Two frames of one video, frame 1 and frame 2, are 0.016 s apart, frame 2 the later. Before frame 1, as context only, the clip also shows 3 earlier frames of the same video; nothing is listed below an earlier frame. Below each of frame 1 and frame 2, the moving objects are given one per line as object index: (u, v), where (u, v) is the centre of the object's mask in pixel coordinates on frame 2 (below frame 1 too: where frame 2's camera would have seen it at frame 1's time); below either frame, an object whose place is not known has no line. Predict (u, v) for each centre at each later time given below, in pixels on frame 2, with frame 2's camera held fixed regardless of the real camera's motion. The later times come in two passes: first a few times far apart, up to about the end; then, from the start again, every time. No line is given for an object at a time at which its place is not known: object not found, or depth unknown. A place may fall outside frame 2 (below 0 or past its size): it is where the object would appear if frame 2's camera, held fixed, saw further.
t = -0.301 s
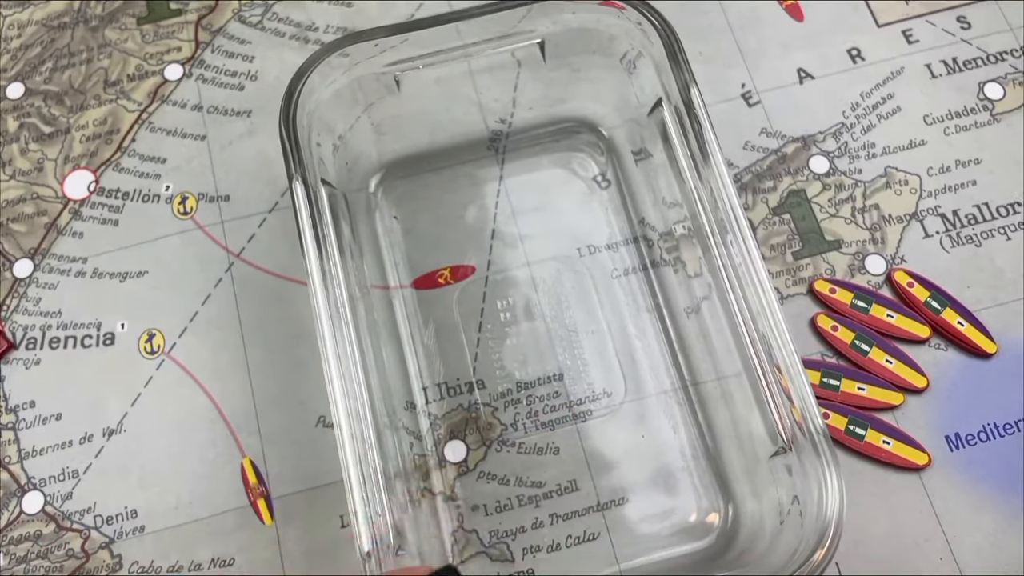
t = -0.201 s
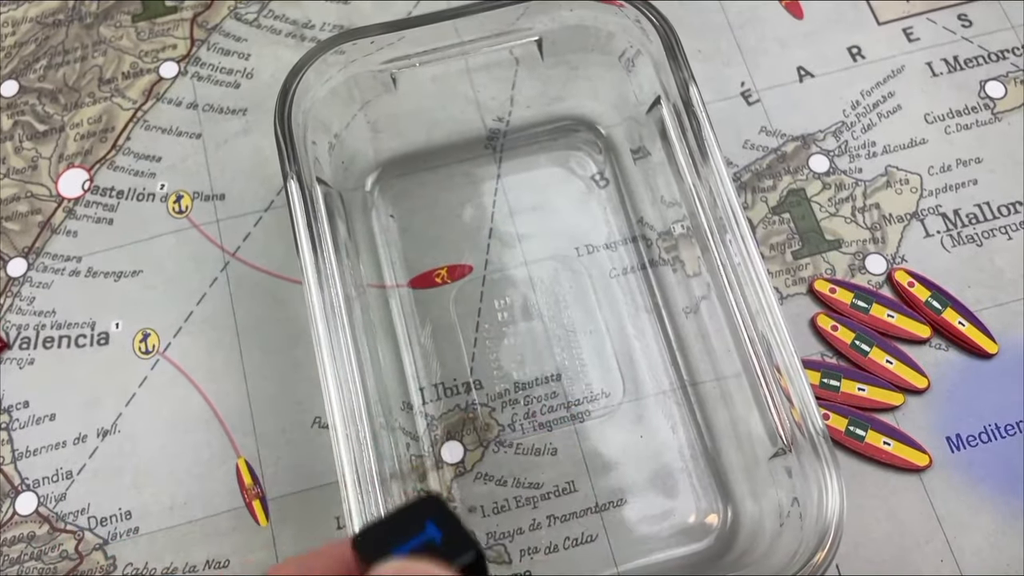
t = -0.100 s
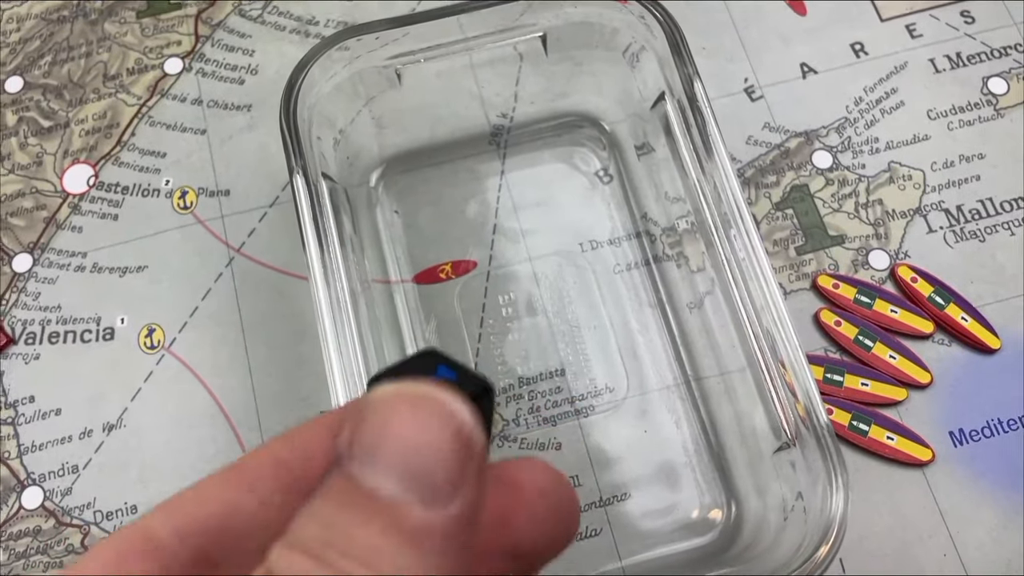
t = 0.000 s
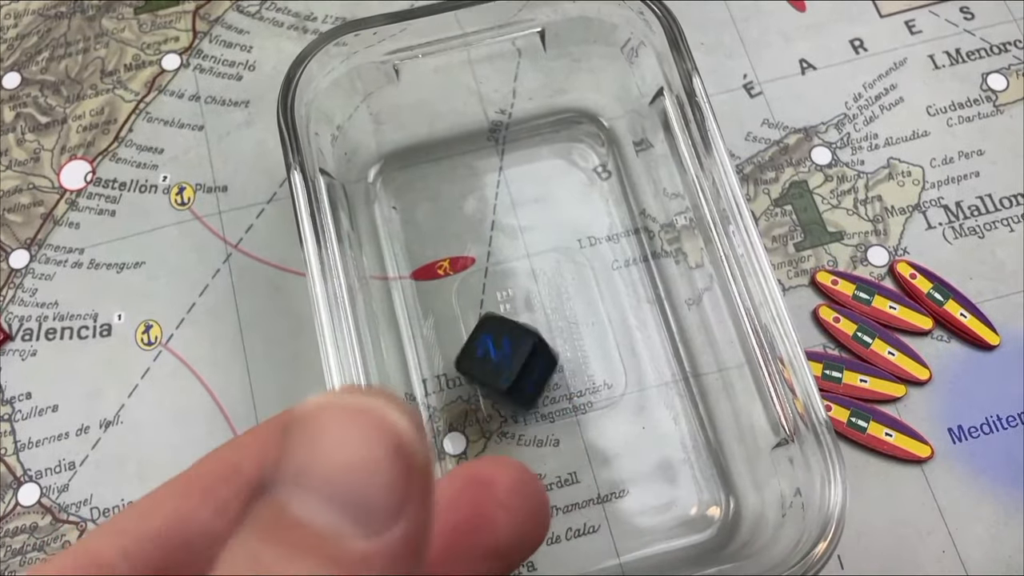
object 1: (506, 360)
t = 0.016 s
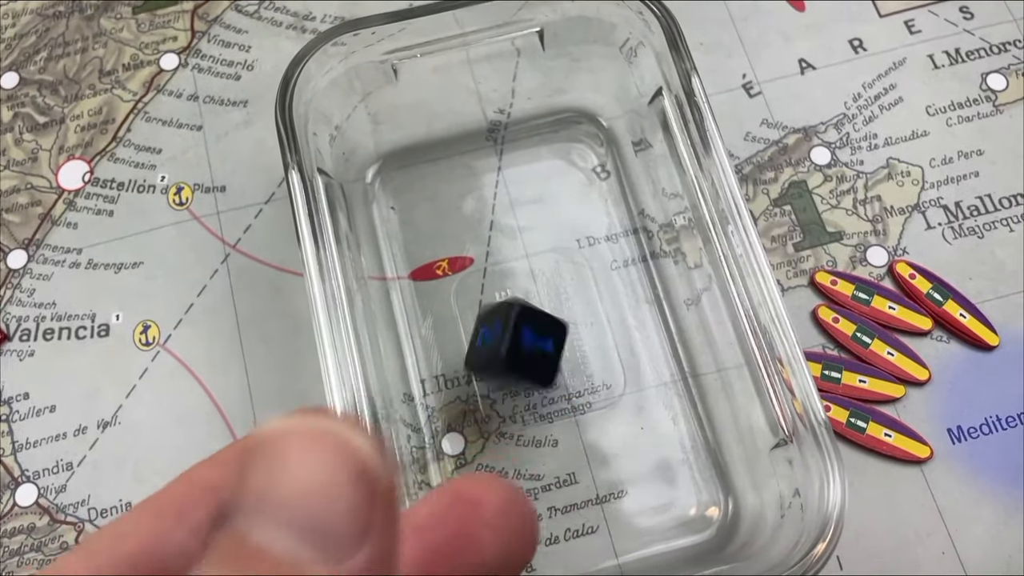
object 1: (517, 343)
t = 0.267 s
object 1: (638, 262)
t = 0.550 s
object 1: (575, 316)
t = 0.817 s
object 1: (567, 361)
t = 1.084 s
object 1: (567, 360)
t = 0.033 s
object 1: (527, 332)
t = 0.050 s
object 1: (537, 323)
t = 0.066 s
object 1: (547, 316)
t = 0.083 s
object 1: (558, 313)
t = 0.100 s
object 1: (569, 308)
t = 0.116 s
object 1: (573, 292)
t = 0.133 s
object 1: (585, 278)
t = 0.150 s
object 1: (594, 268)
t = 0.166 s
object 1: (600, 263)
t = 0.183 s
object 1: (610, 261)
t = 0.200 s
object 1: (617, 264)
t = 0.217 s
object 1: (619, 271)
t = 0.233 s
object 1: (625, 274)
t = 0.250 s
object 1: (632, 267)
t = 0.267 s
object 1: (638, 262)
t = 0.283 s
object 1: (636, 260)
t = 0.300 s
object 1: (626, 268)
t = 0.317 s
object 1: (617, 273)
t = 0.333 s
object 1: (610, 273)
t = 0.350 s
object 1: (604, 278)
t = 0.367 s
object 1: (599, 280)
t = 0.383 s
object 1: (596, 279)
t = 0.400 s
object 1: (593, 281)
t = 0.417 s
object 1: (590, 285)
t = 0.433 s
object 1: (584, 293)
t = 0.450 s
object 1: (588, 297)
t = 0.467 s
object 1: (585, 300)
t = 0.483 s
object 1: (584, 302)
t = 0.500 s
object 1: (583, 307)
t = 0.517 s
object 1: (582, 311)
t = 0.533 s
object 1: (580, 312)
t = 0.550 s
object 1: (575, 316)
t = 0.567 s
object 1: (572, 323)
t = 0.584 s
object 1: (574, 327)
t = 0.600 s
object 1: (573, 331)
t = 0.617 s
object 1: (570, 333)
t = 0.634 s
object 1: (569, 340)
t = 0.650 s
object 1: (571, 347)
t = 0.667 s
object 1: (572, 355)
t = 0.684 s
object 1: (569, 357)
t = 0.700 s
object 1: (569, 359)
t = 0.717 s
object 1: (567, 359)
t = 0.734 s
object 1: (566, 360)
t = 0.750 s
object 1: (566, 360)
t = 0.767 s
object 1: (566, 361)
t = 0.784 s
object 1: (566, 361)
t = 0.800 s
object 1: (567, 361)
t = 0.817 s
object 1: (567, 361)
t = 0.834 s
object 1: (567, 361)
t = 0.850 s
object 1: (567, 361)
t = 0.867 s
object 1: (567, 361)
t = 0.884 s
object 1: (567, 361)
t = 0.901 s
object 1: (567, 361)
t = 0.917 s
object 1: (567, 361)
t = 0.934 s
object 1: (567, 361)
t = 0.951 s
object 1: (567, 361)
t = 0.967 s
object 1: (567, 361)
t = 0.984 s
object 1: (567, 361)
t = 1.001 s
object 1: (567, 361)
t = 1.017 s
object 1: (567, 361)
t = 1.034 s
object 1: (567, 361)
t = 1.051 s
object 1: (567, 361)
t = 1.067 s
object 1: (567, 361)
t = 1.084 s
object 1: (567, 360)
